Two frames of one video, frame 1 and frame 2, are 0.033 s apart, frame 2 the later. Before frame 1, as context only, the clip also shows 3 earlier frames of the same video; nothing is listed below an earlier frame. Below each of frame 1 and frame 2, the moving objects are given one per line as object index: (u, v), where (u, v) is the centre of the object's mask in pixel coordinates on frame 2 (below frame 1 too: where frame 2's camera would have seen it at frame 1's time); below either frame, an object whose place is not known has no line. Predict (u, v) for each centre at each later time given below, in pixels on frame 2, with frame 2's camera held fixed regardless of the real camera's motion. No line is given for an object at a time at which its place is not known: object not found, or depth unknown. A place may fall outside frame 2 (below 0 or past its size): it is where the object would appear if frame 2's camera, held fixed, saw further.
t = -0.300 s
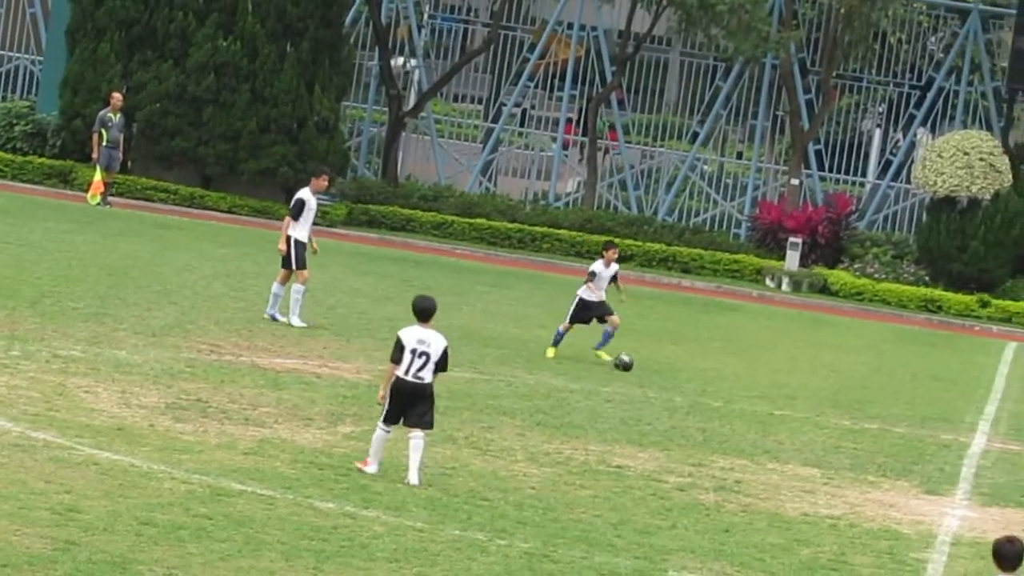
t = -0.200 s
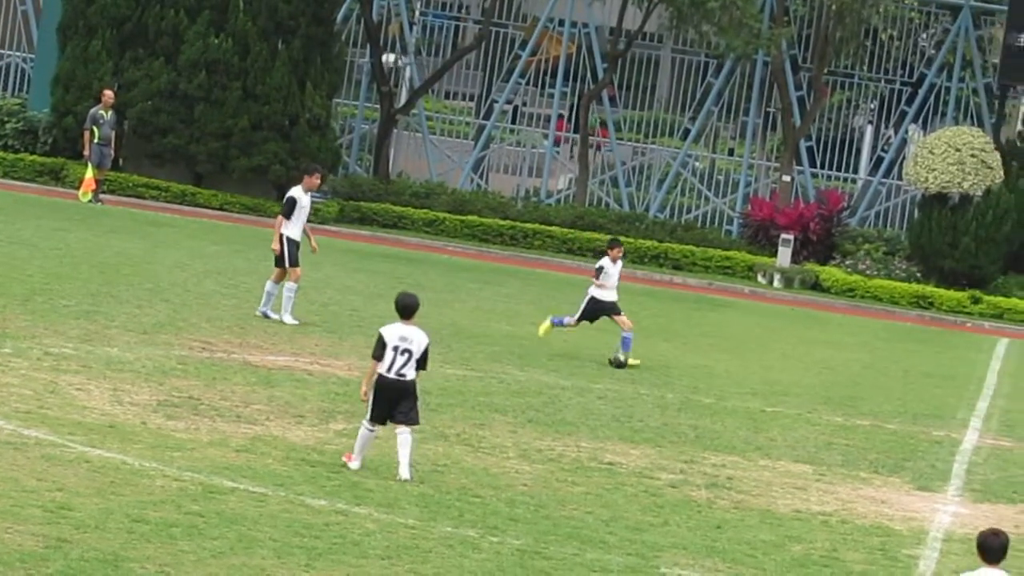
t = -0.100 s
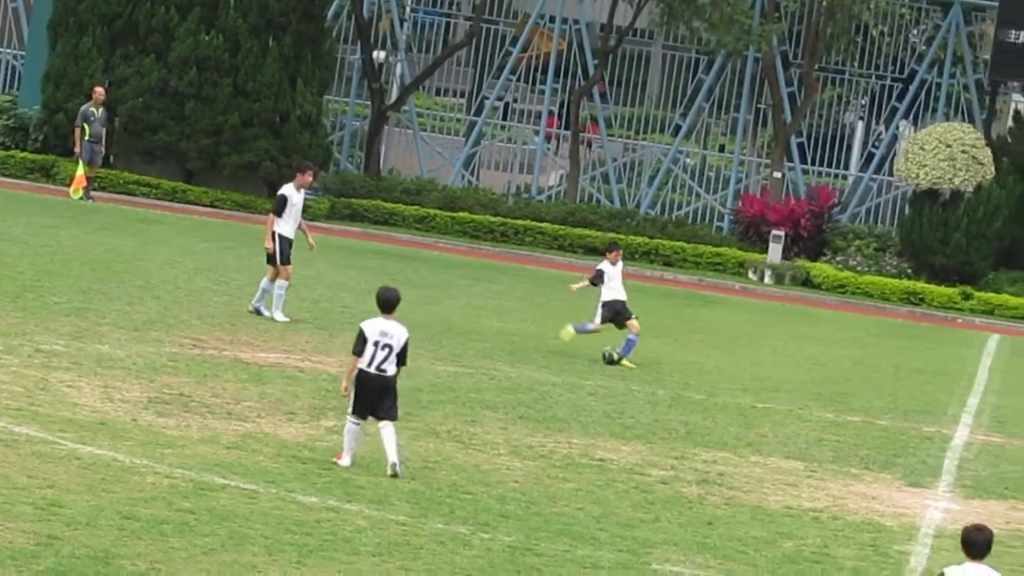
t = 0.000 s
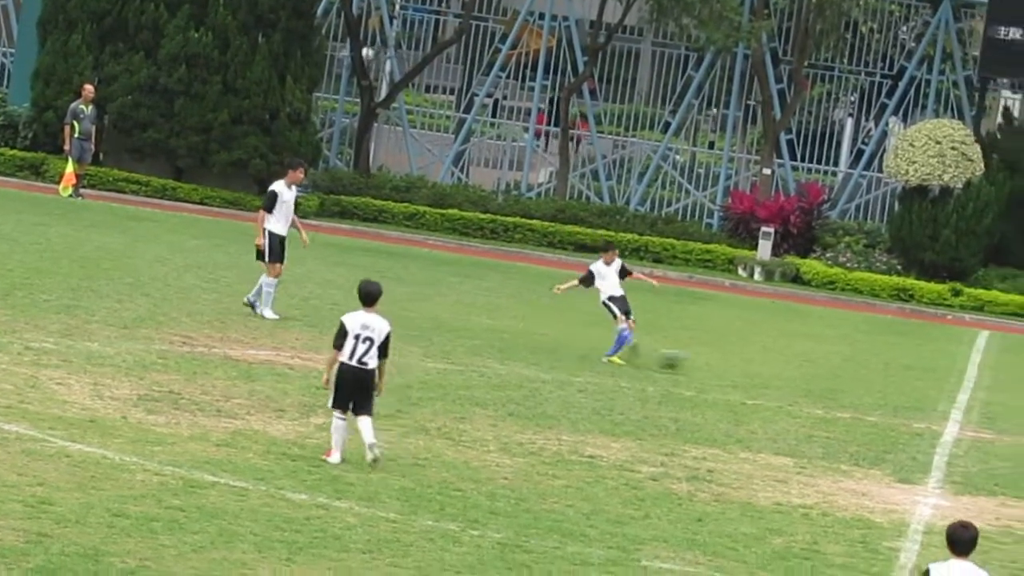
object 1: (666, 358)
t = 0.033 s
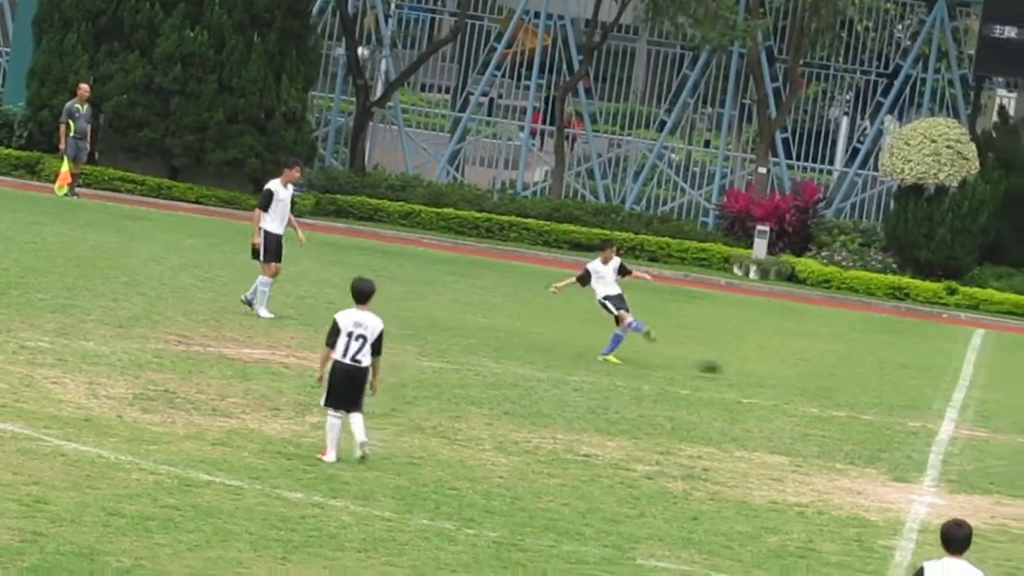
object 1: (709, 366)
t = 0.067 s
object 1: (754, 372)
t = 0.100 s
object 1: (798, 376)
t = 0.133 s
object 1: (841, 383)
